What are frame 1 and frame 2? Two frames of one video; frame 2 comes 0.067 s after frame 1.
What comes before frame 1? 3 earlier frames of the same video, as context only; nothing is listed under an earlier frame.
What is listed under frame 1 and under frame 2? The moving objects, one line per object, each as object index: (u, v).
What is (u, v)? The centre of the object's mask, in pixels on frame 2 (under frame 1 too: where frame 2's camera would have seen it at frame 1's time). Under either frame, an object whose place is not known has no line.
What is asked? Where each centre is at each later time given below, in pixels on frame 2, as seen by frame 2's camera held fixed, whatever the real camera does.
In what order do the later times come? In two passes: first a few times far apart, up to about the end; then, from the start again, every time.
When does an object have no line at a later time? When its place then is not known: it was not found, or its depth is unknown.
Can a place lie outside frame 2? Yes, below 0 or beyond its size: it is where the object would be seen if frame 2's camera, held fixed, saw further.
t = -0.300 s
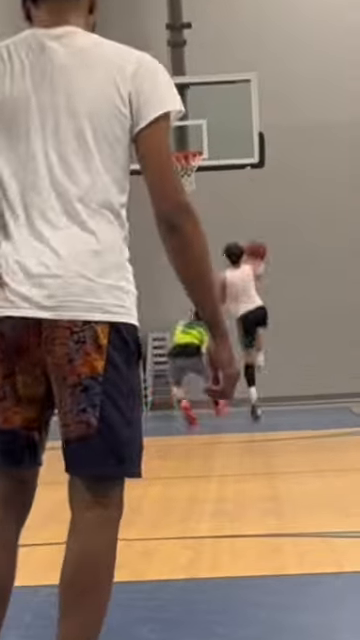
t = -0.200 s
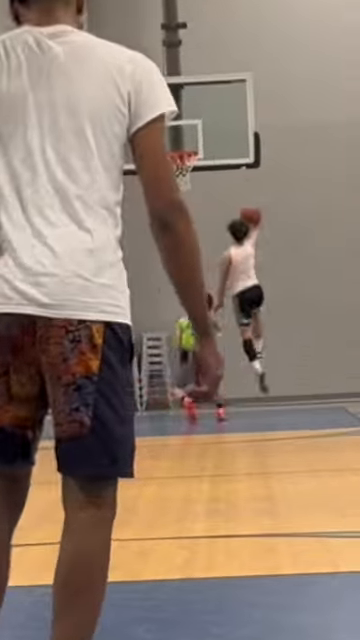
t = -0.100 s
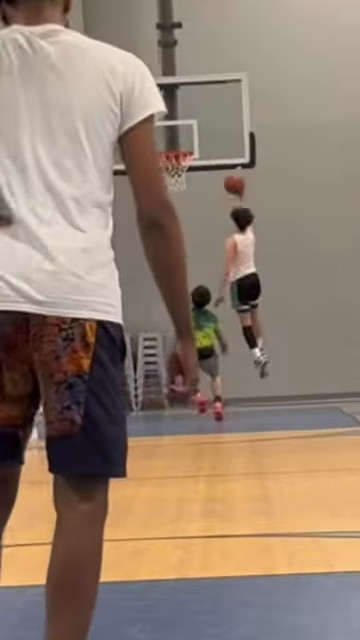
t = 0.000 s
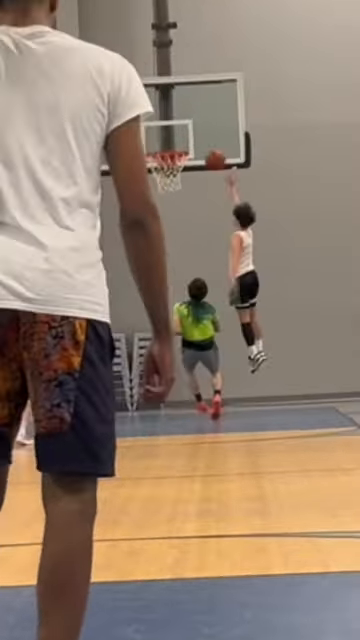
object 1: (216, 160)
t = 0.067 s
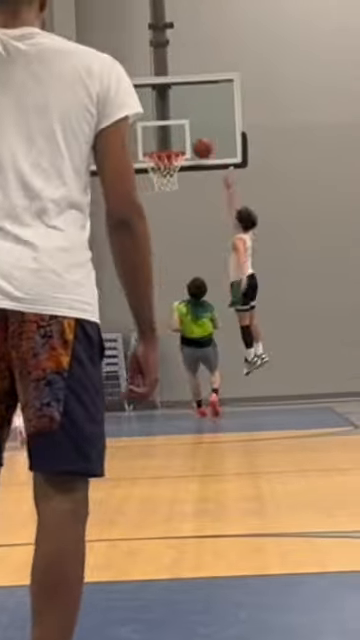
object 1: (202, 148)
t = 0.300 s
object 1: (173, 136)
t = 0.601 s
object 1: (158, 179)
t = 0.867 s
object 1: (153, 216)
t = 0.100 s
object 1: (198, 144)
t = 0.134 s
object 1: (192, 140)
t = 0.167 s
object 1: (186, 138)
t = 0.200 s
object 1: (182, 136)
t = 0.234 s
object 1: (179, 136)
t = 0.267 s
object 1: (176, 135)
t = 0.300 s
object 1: (173, 136)
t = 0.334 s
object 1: (169, 137)
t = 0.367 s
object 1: (164, 139)
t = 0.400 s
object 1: (166, 141)
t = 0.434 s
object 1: (161, 143)
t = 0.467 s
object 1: (160, 153)
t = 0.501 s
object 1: (160, 158)
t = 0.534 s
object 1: (156, 167)
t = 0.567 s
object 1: (156, 175)
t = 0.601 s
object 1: (158, 179)
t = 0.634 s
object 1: (158, 181)
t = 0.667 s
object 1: (156, 180)
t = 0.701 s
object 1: (156, 183)
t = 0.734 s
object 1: (158, 188)
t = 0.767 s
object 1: (159, 194)
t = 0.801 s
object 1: (158, 200)
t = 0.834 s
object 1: (156, 207)
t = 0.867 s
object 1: (153, 216)
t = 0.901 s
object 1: (152, 225)
